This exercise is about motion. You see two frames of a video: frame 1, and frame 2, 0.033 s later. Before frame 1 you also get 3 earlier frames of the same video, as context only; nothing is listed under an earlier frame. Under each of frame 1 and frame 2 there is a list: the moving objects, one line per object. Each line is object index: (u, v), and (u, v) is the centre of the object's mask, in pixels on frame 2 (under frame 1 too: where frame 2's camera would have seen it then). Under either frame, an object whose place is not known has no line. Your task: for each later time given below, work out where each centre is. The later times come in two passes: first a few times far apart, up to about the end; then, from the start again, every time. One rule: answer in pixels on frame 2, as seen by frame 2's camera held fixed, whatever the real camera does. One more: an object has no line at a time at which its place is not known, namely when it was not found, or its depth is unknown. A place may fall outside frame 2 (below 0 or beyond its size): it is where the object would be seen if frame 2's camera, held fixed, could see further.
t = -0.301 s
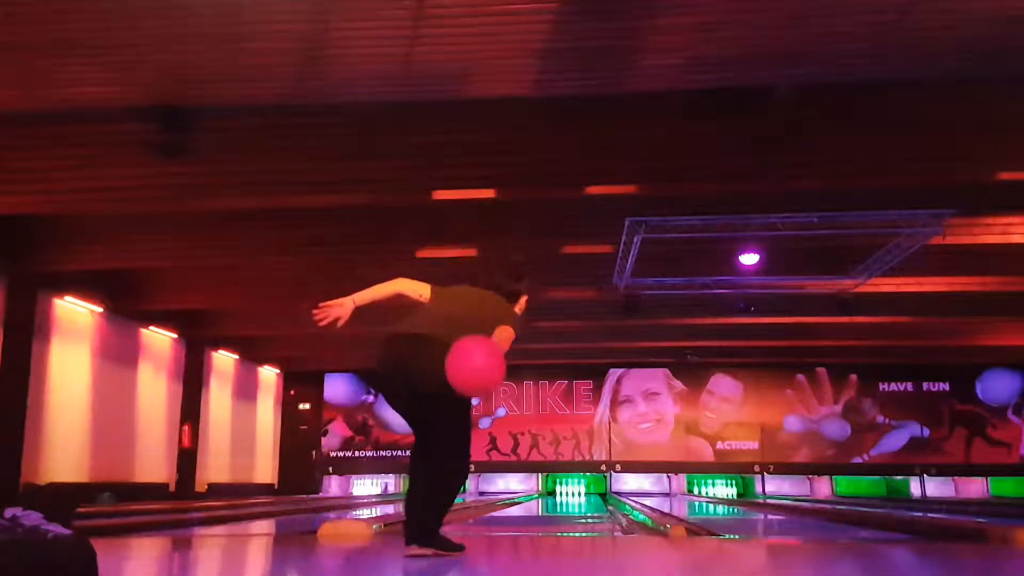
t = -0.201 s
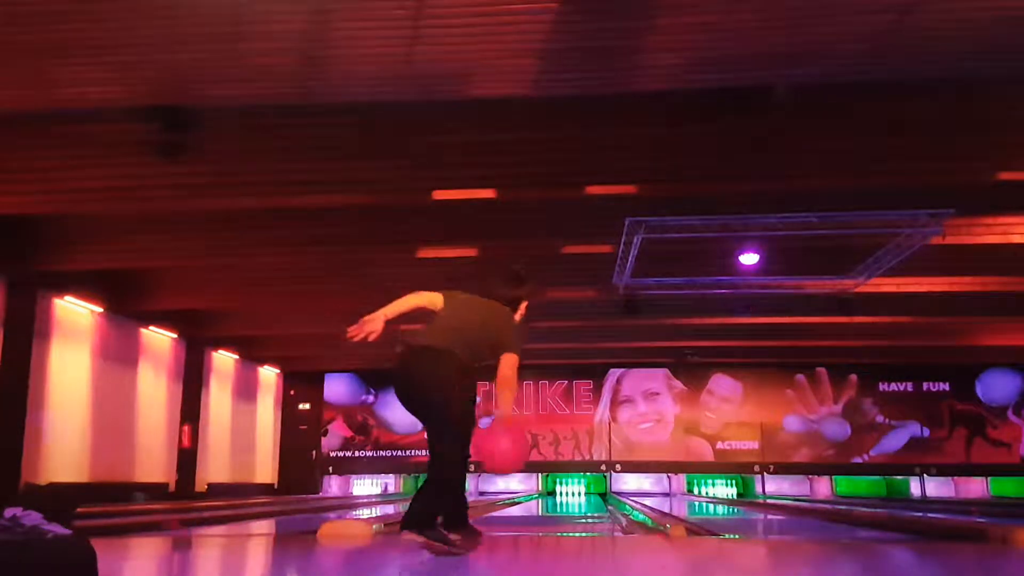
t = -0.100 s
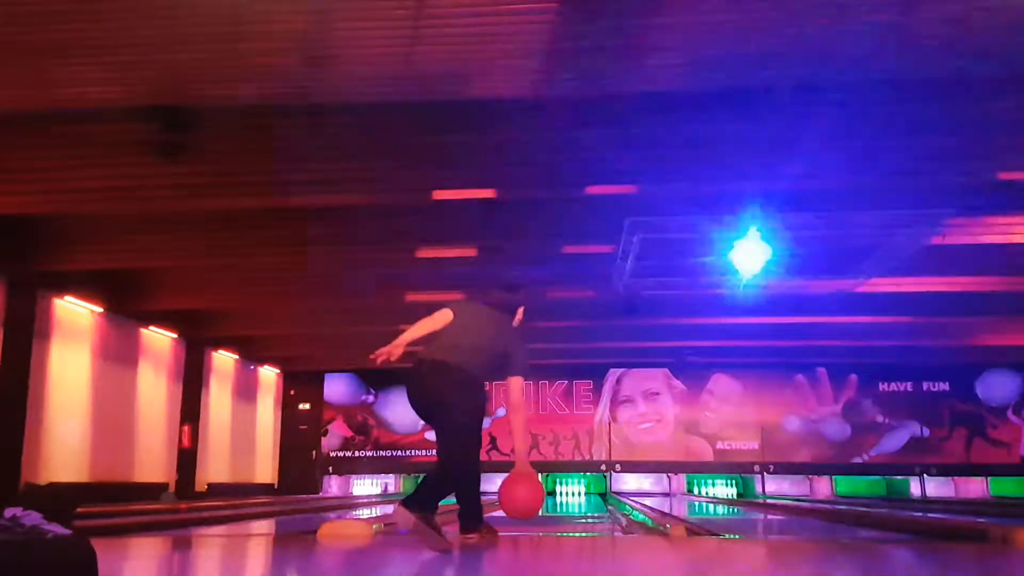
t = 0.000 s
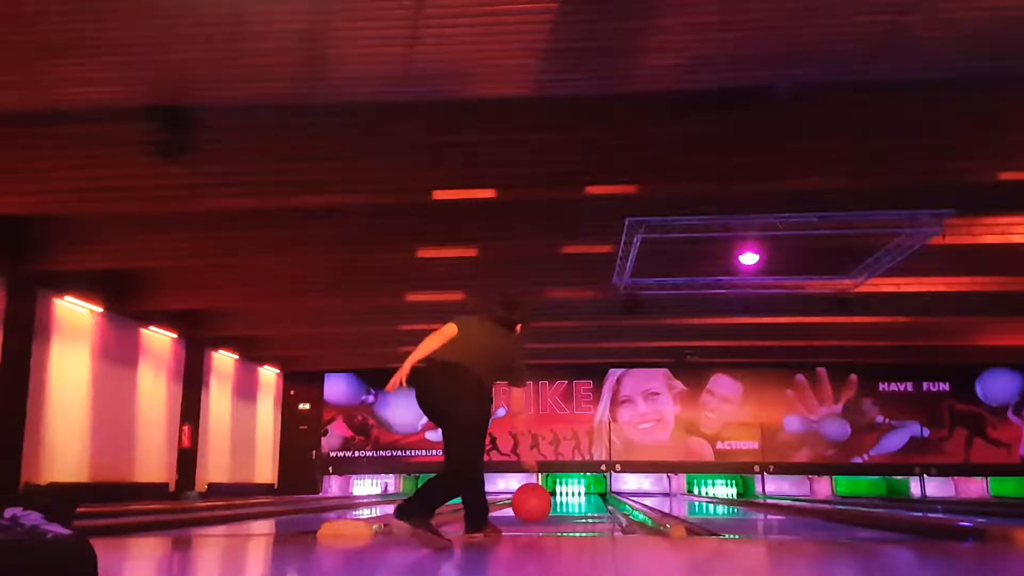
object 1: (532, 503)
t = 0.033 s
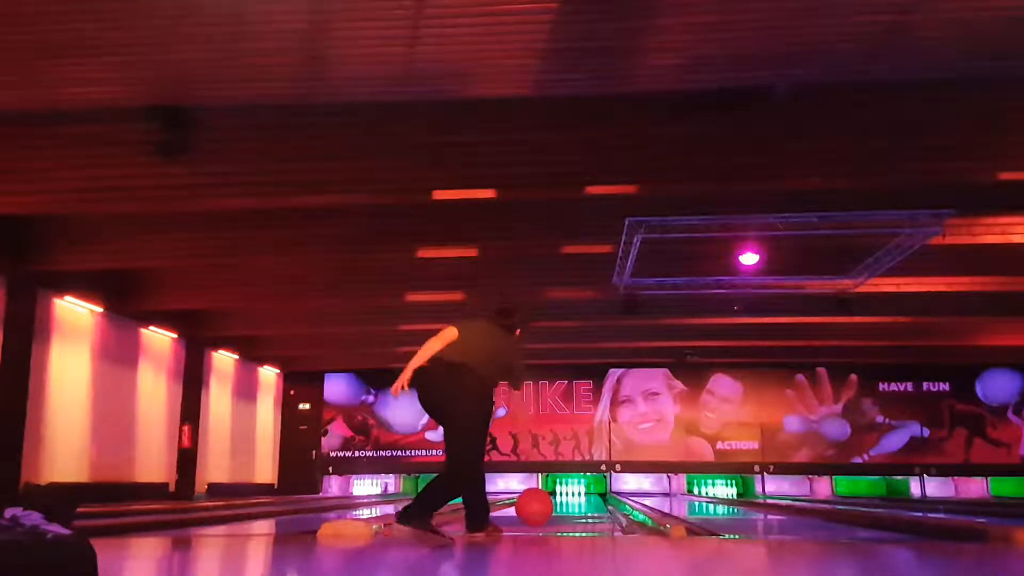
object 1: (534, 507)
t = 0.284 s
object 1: (547, 504)
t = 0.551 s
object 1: (555, 499)
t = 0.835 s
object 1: (562, 496)
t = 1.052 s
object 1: (562, 494)
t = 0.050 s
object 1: (536, 509)
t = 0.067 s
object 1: (537, 509)
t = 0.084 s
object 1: (538, 507)
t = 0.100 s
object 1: (539, 507)
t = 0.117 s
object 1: (540, 506)
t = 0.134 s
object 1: (540, 506)
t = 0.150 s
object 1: (542, 506)
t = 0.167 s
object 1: (542, 507)
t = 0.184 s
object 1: (544, 506)
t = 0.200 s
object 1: (544, 506)
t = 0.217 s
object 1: (545, 505)
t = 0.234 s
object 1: (546, 505)
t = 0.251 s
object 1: (546, 504)
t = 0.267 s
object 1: (547, 504)
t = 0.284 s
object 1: (547, 504)
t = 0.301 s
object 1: (548, 503)
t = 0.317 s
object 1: (548, 503)
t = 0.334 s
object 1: (549, 503)
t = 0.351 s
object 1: (550, 503)
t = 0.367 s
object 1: (550, 502)
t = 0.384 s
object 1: (551, 501)
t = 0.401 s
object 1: (551, 501)
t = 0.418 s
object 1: (552, 501)
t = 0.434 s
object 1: (552, 501)
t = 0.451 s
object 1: (553, 500)
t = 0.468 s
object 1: (553, 500)
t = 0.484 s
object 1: (553, 500)
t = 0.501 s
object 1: (554, 500)
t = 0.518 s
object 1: (554, 499)
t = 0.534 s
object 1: (555, 499)
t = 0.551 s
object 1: (555, 499)
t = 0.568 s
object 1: (555, 499)
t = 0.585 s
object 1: (555, 499)
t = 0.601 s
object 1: (556, 499)
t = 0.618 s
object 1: (556, 499)
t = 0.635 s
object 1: (557, 498)
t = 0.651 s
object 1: (557, 498)
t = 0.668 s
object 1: (557, 498)
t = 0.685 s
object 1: (558, 498)
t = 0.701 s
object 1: (558, 497)
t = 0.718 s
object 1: (559, 497)
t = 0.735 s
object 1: (559, 497)
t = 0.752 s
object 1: (560, 497)
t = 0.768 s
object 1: (560, 496)
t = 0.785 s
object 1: (561, 496)
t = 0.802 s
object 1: (562, 496)
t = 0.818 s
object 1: (562, 496)
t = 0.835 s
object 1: (562, 496)
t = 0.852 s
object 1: (562, 496)
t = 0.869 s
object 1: (561, 496)
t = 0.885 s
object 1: (561, 495)
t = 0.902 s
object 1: (561, 495)
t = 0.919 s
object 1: (561, 495)
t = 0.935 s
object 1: (561, 495)
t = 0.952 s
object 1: (561, 495)
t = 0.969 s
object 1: (561, 495)
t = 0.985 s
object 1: (561, 494)
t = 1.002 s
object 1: (561, 494)
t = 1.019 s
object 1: (561, 494)
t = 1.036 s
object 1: (561, 494)
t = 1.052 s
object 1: (562, 494)
